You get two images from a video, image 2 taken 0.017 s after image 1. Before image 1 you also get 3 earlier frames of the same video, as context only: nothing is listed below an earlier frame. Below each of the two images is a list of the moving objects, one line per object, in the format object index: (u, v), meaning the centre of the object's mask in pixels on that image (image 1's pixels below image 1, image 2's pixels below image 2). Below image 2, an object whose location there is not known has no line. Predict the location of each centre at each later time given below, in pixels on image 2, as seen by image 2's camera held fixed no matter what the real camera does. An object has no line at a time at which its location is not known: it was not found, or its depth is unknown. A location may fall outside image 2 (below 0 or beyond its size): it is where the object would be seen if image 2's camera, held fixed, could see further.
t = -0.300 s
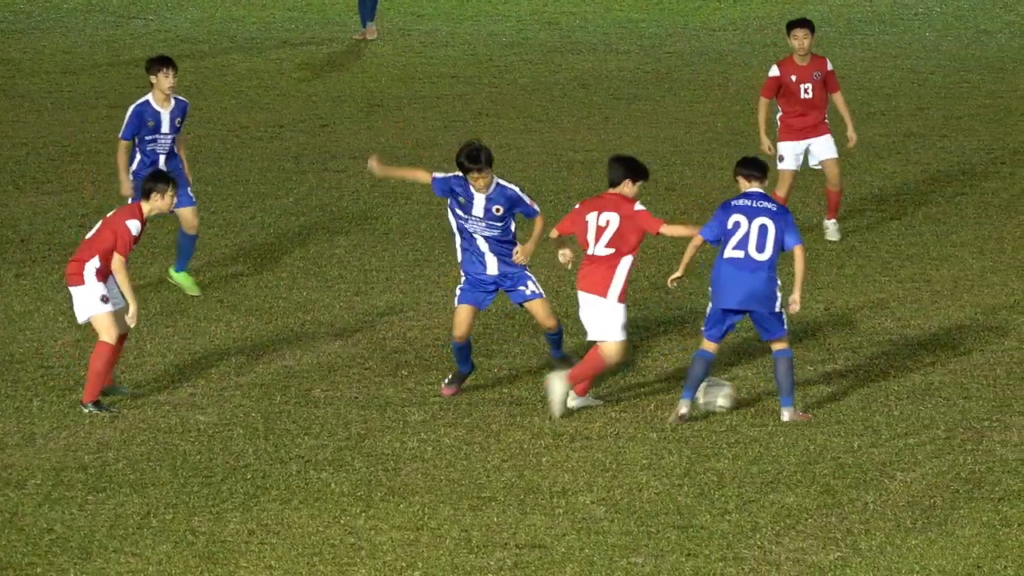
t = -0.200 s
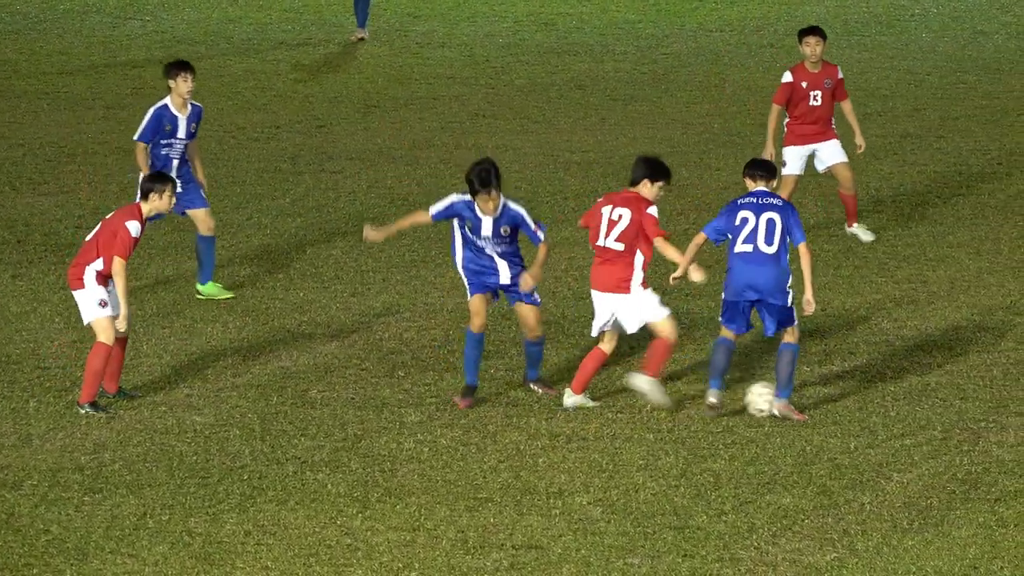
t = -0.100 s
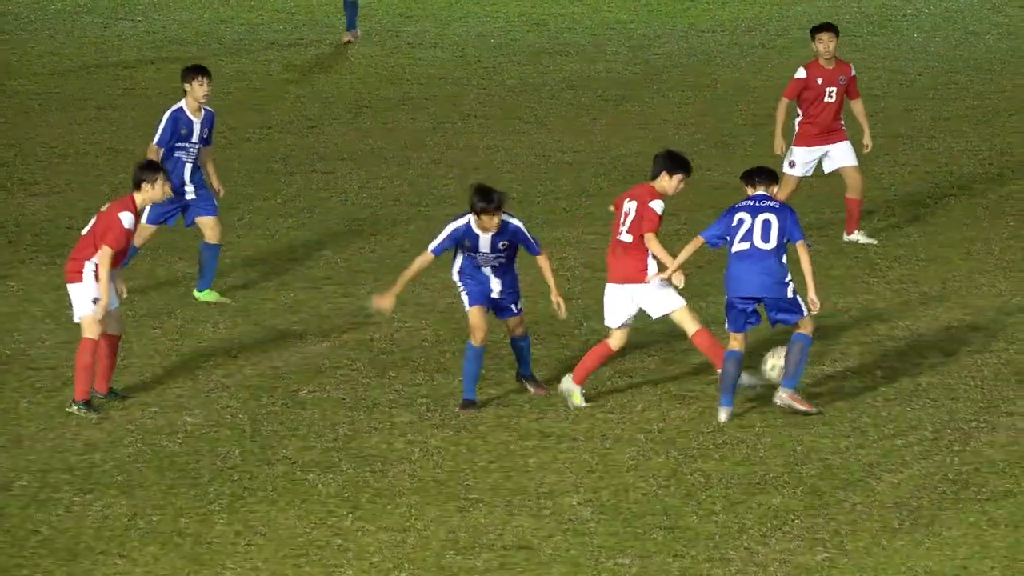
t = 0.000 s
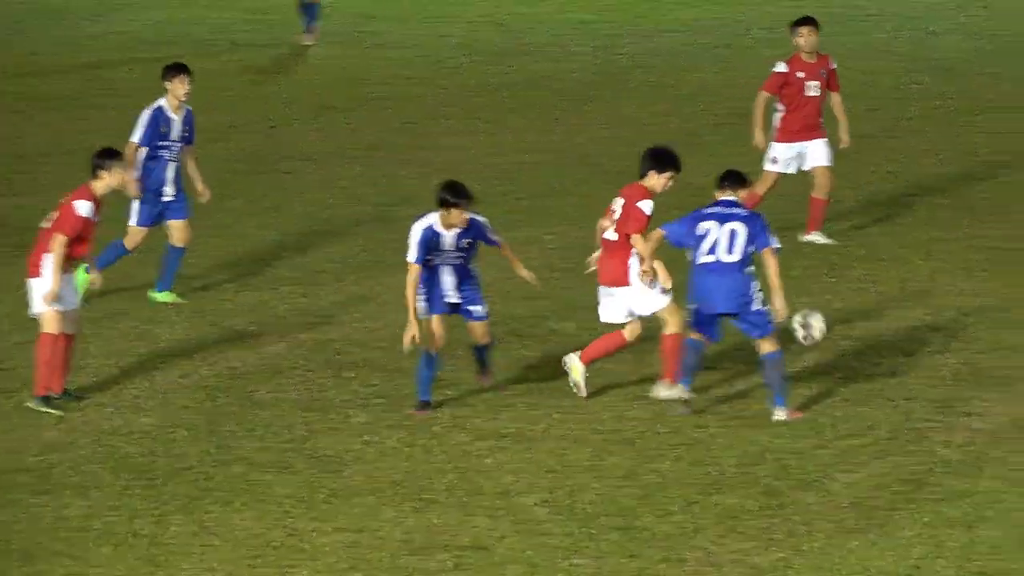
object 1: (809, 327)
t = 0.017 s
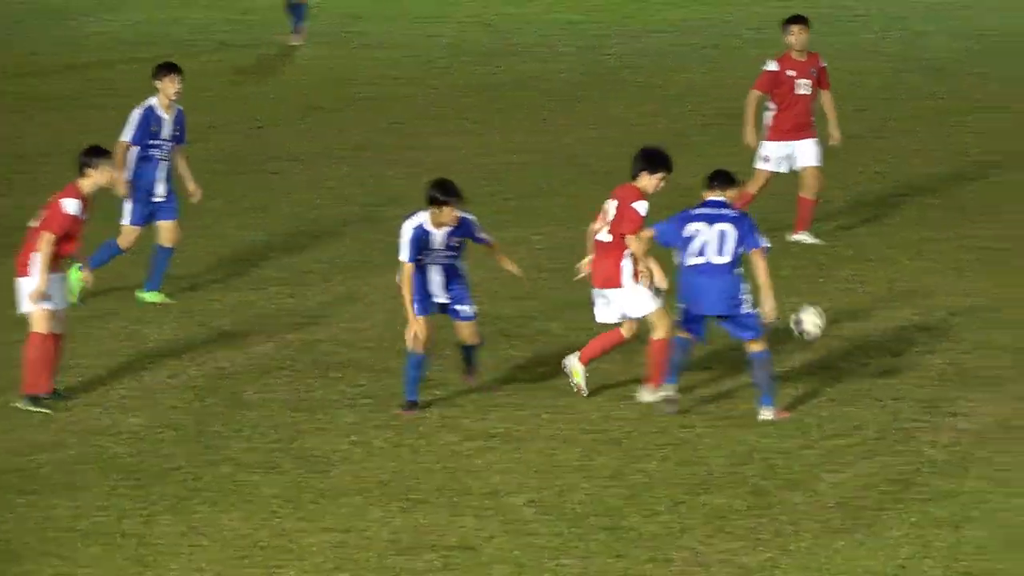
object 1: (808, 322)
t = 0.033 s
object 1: (819, 318)
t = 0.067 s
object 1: (837, 310)
